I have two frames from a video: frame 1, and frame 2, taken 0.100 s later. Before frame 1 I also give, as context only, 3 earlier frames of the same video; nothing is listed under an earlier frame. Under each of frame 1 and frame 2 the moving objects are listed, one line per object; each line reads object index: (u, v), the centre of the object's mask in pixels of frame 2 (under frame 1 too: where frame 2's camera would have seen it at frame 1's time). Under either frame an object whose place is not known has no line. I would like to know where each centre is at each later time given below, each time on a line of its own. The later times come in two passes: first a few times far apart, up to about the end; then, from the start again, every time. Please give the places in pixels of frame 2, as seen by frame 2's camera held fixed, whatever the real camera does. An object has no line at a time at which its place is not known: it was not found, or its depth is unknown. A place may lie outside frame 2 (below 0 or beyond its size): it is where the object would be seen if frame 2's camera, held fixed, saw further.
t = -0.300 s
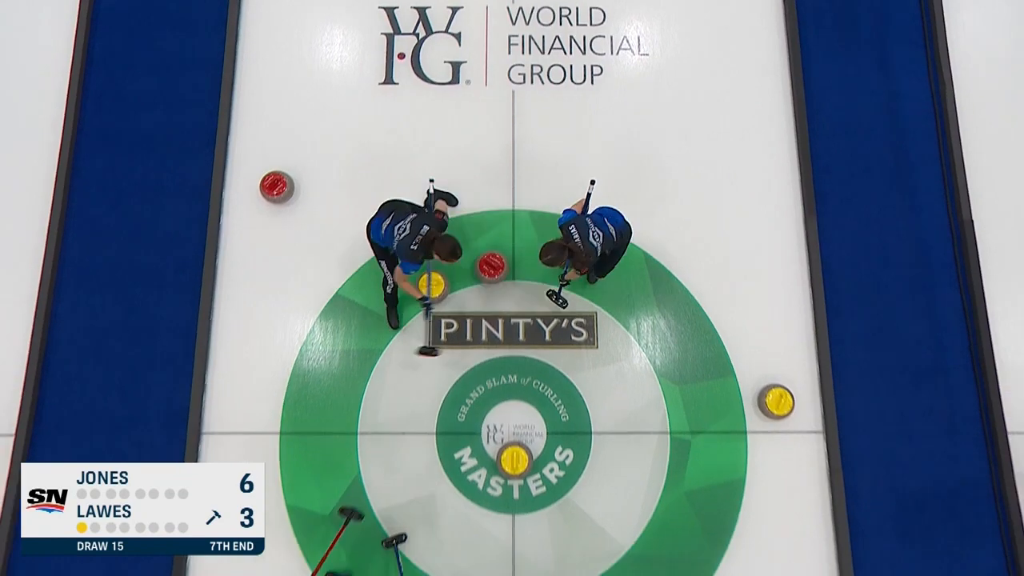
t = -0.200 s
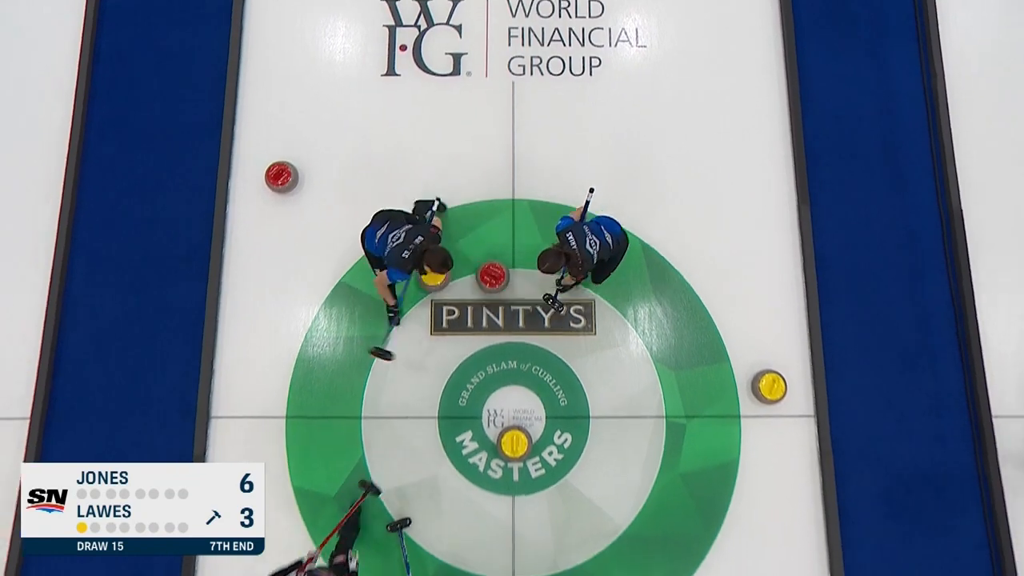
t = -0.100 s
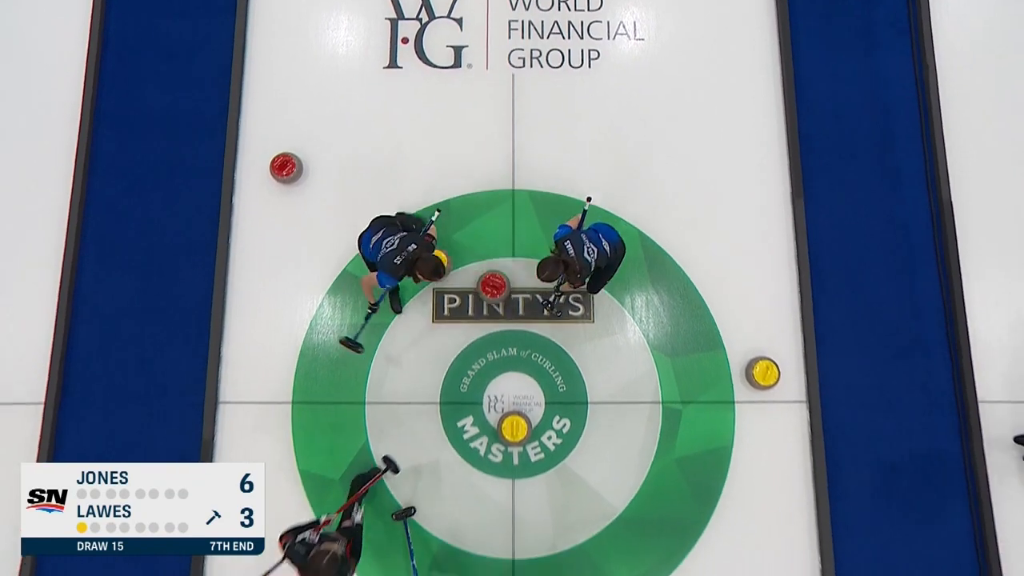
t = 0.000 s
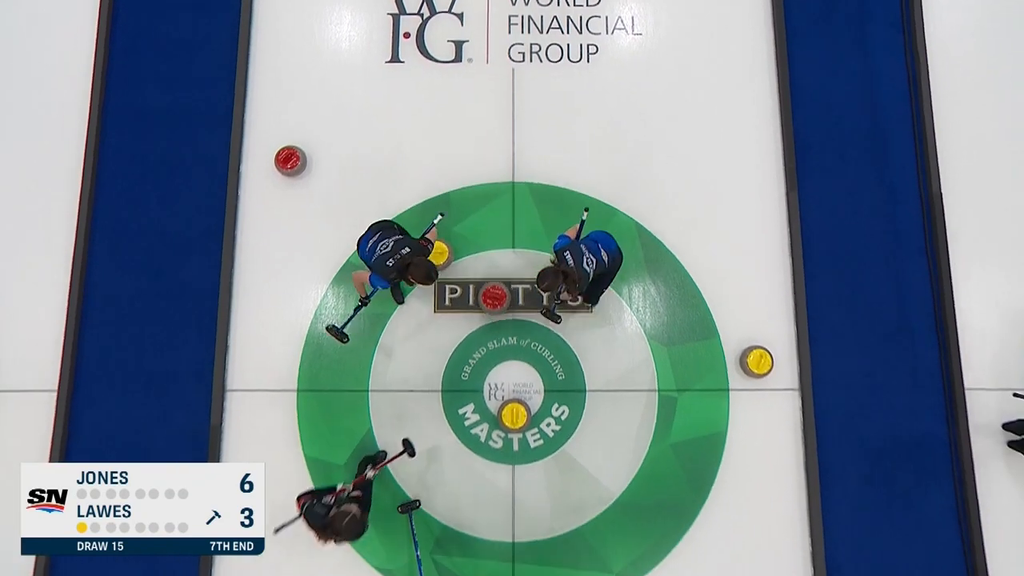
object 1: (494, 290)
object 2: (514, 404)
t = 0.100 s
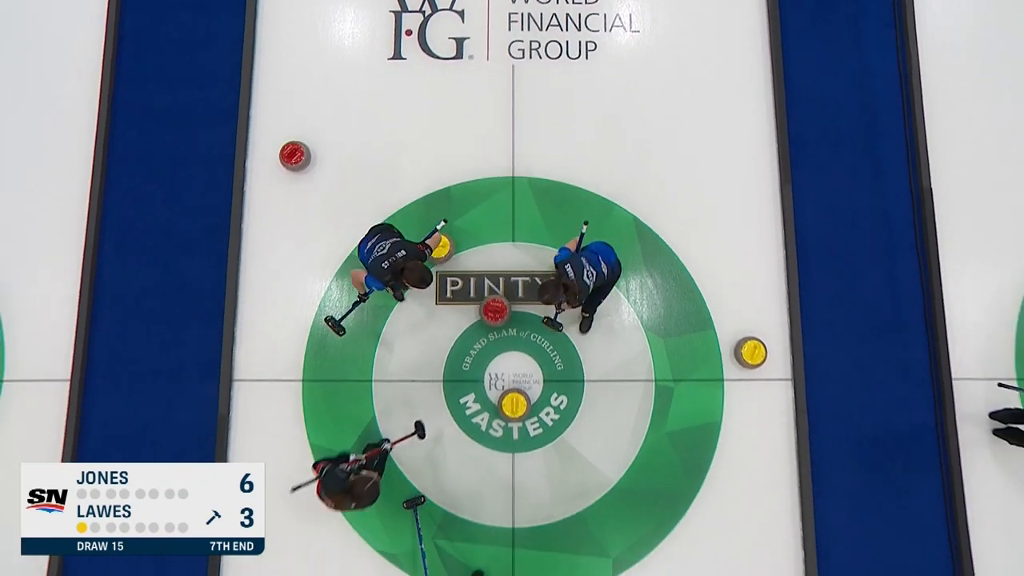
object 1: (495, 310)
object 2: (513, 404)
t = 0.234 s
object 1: (495, 338)
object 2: (513, 404)
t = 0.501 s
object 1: (491, 380)
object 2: (520, 417)
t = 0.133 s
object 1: (495, 317)
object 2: (513, 404)
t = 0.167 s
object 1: (495, 324)
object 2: (513, 404)
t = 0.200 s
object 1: (496, 332)
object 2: (513, 404)
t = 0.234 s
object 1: (495, 338)
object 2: (513, 404)
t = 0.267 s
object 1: (495, 345)
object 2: (513, 404)
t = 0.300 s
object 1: (496, 352)
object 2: (513, 404)
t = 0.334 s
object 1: (496, 358)
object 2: (513, 404)
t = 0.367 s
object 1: (496, 366)
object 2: (513, 404)
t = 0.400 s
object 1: (497, 373)
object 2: (513, 404)
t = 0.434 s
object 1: (495, 376)
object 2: (515, 406)
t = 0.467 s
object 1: (493, 378)
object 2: (517, 412)
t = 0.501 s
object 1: (491, 380)
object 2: (520, 417)
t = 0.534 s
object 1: (489, 381)
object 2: (523, 422)
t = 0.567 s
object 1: (487, 383)
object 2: (525, 428)
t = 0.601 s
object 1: (485, 384)
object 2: (527, 433)
